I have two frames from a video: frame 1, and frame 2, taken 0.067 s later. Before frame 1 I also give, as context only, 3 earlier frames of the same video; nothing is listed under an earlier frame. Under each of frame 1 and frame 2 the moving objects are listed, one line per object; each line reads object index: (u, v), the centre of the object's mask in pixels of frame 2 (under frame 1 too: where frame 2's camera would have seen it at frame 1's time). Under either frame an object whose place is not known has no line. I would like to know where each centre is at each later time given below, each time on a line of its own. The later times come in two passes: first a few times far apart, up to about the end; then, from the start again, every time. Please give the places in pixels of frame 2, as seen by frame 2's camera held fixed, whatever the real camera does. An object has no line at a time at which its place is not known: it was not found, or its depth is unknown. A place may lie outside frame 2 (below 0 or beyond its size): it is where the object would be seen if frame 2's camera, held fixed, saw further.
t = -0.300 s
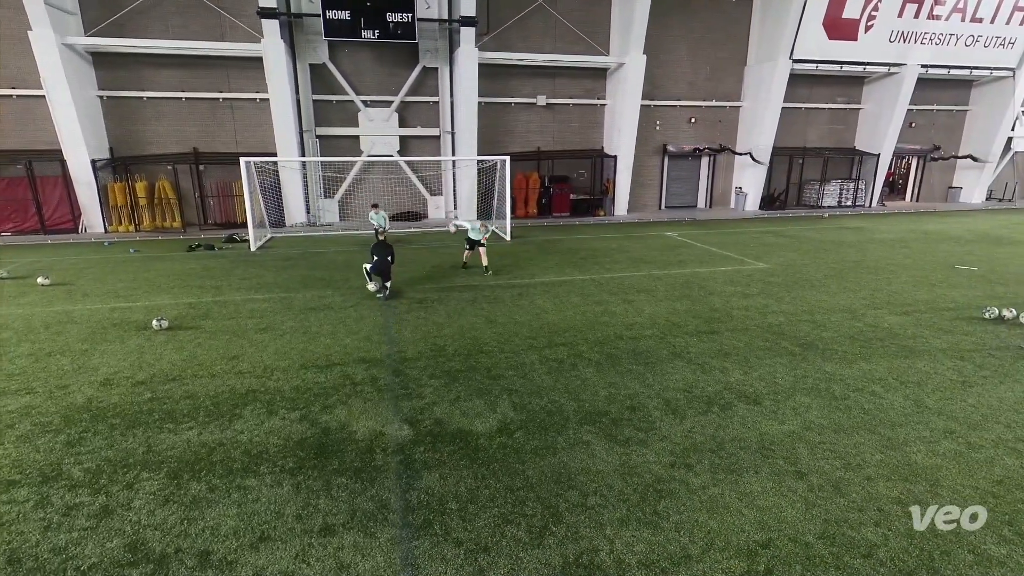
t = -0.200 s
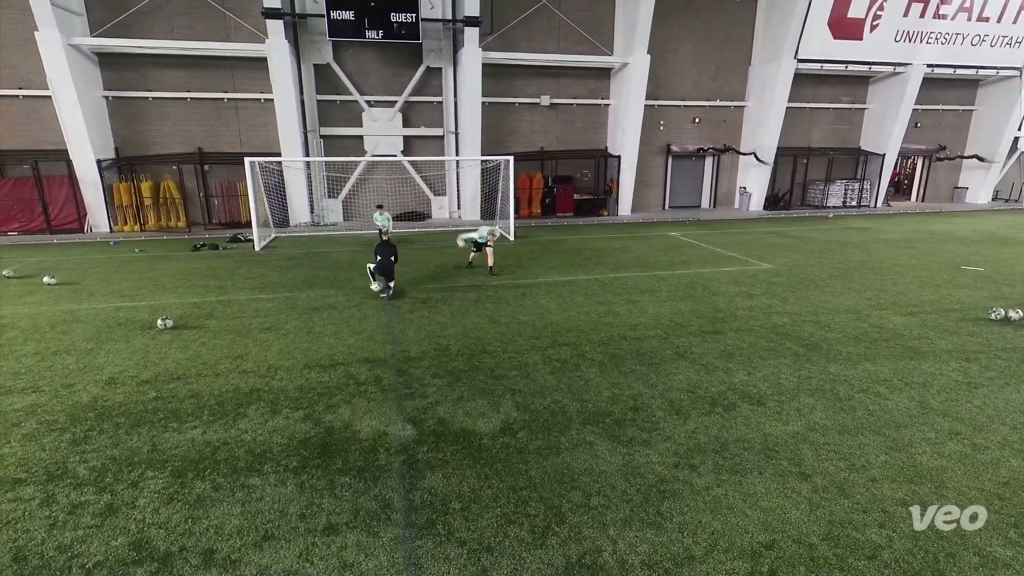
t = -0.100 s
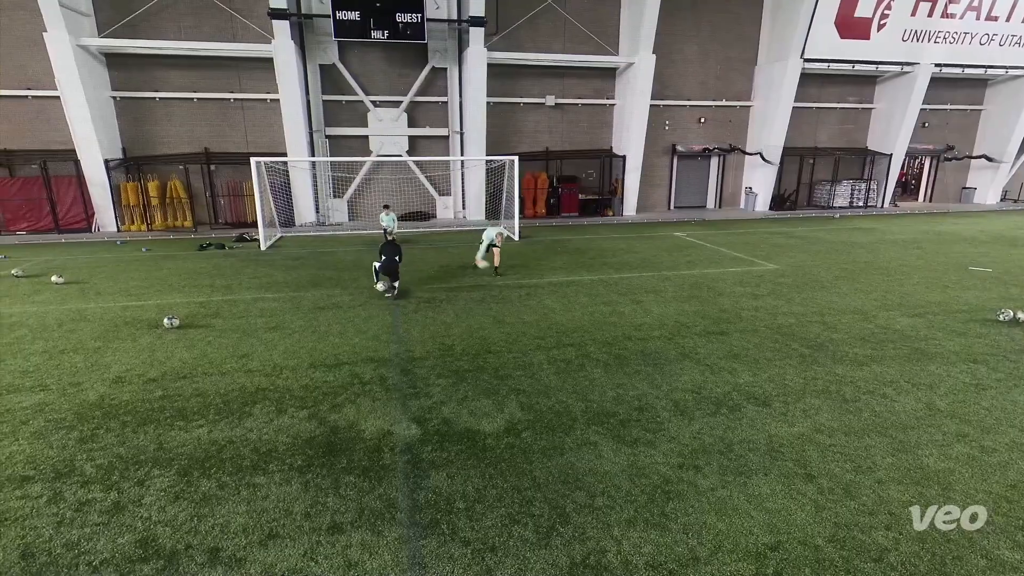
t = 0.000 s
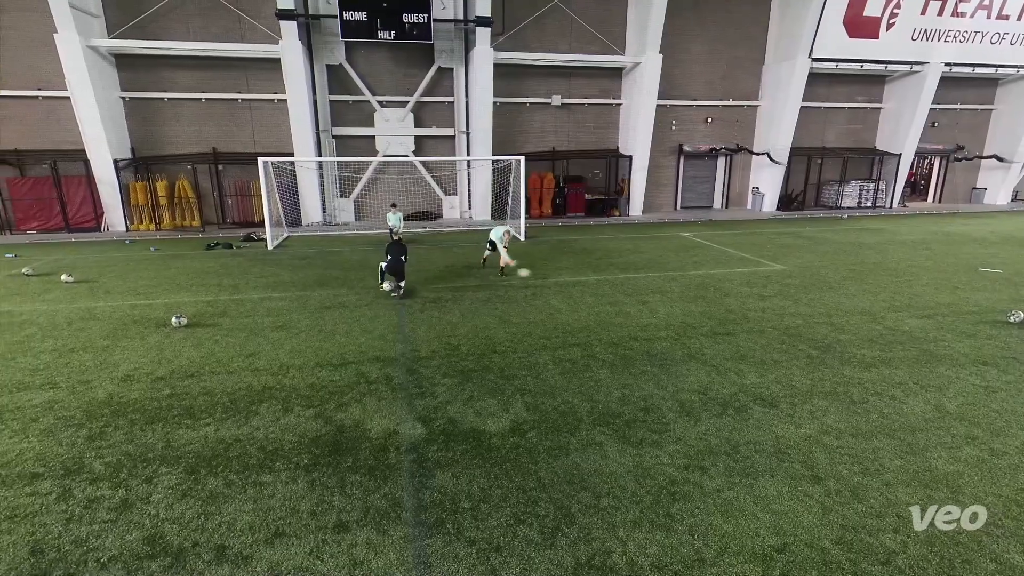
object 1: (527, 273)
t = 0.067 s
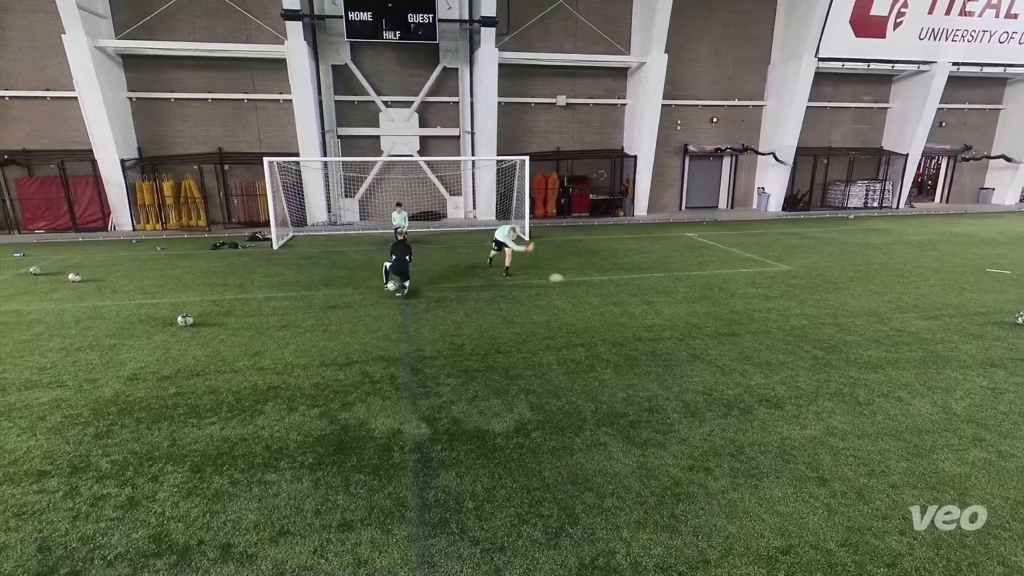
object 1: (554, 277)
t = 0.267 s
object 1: (636, 290)
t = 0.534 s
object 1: (741, 303)
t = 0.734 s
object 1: (821, 315)
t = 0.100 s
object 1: (569, 281)
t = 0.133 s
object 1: (583, 284)
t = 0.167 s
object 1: (596, 285)
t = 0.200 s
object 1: (609, 286)
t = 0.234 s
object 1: (623, 288)
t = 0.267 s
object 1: (636, 290)
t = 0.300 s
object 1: (650, 293)
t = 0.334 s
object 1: (663, 294)
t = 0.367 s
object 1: (676, 295)
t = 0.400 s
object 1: (689, 297)
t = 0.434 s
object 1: (702, 299)
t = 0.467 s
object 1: (715, 301)
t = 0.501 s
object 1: (728, 303)
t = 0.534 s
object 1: (741, 303)
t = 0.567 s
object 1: (754, 305)
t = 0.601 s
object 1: (768, 307)
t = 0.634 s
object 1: (780, 310)
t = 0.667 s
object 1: (794, 311)
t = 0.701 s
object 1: (808, 313)
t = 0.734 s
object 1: (821, 315)
